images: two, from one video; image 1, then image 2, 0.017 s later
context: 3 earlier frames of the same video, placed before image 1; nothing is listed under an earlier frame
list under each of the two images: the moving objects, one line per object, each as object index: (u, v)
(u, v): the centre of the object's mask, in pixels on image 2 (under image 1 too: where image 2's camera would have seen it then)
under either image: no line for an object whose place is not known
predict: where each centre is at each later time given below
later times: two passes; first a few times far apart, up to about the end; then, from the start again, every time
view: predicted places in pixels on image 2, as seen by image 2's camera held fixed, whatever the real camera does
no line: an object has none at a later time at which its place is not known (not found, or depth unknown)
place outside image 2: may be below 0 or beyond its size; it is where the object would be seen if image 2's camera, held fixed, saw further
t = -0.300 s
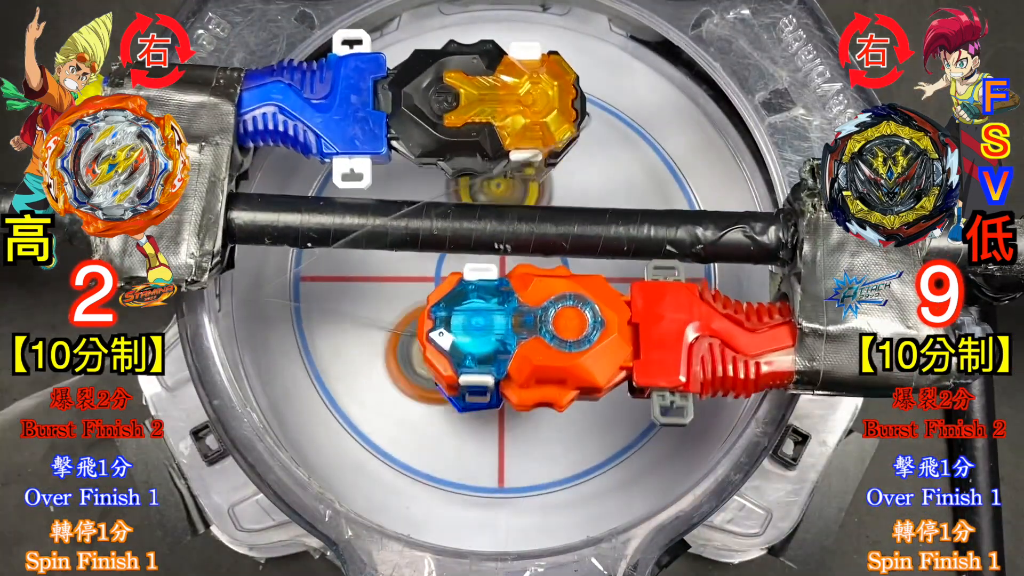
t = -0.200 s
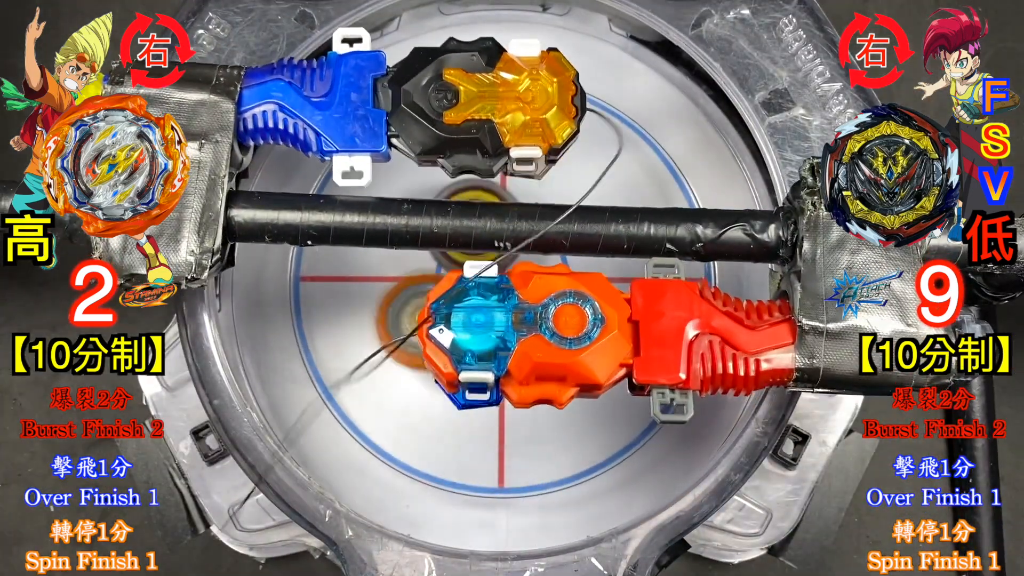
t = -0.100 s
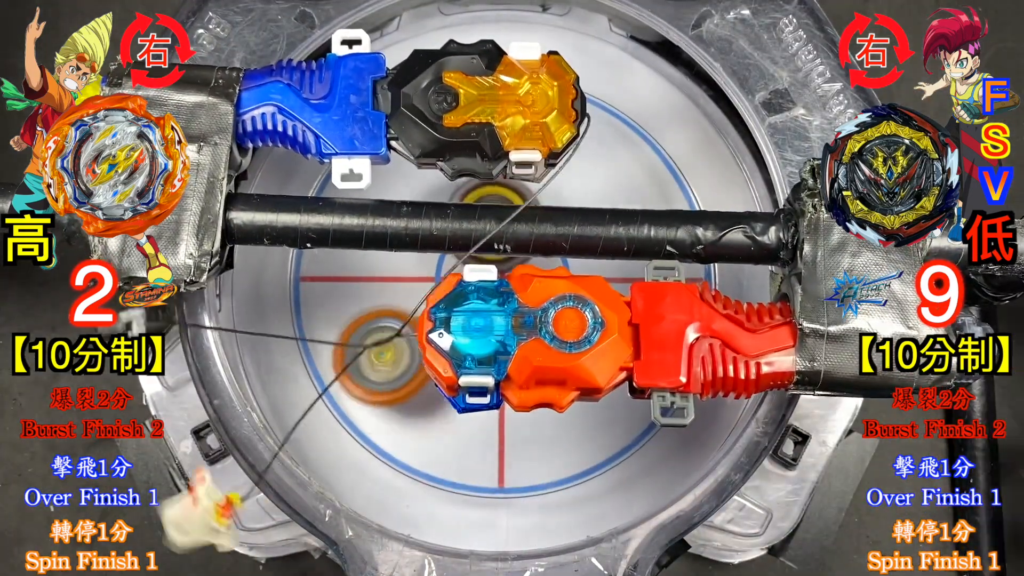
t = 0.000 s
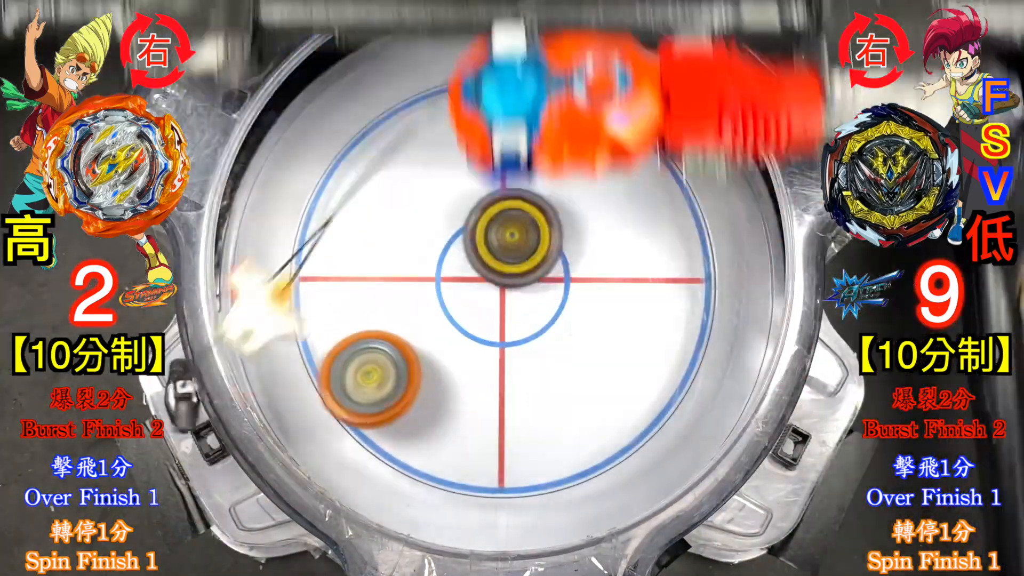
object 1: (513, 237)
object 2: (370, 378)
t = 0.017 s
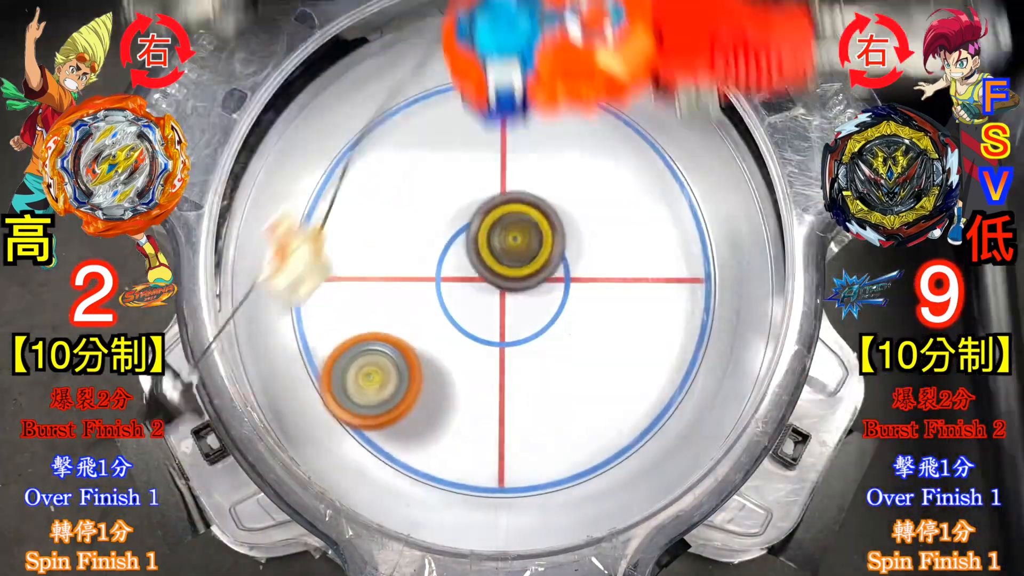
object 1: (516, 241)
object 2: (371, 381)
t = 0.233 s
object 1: (551, 285)
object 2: (461, 354)
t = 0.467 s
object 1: (625, 217)
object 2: (479, 303)
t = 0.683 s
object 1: (513, 170)
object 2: (443, 247)
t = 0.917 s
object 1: (413, 226)
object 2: (294, 335)
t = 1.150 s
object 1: (531, 391)
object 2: (321, 423)
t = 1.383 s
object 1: (687, 210)
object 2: (401, 375)
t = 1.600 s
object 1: (376, 83)
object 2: (531, 246)
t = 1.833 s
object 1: (339, 186)
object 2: (514, 114)
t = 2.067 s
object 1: (496, 361)
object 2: (569, 83)
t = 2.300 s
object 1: (625, 451)
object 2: (544, 258)
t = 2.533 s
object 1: (645, 225)
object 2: (421, 435)
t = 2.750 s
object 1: (461, 87)
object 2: (436, 413)
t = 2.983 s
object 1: (283, 325)
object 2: (536, 244)
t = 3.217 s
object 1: (584, 524)
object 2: (516, 140)
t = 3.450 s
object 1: (395, 329)
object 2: (401, 226)
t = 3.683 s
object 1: (361, 390)
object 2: (452, 93)
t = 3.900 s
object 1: (554, 398)
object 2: (549, 244)
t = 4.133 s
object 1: (663, 433)
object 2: (564, 81)
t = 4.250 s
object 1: (676, 331)
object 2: (500, 117)
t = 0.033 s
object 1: (518, 245)
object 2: (373, 382)
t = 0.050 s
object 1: (521, 249)
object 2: (376, 383)
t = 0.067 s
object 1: (523, 253)
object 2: (380, 383)
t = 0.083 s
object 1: (526, 258)
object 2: (386, 382)
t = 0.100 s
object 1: (528, 262)
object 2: (392, 381)
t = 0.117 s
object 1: (531, 266)
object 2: (399, 380)
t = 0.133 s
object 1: (534, 270)
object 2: (407, 378)
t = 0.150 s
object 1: (536, 273)
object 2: (415, 375)
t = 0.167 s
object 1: (539, 276)
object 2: (423, 372)
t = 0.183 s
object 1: (542, 279)
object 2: (432, 368)
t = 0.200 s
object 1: (545, 282)
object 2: (442, 364)
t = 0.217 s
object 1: (548, 283)
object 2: (451, 359)
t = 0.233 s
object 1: (551, 285)
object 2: (461, 354)
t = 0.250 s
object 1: (554, 286)
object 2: (471, 348)
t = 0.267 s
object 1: (560, 284)
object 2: (476, 344)
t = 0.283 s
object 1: (570, 279)
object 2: (476, 343)
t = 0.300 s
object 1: (580, 276)
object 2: (477, 341)
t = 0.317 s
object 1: (588, 271)
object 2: (477, 338)
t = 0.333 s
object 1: (596, 265)
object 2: (478, 336)
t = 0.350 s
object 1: (604, 260)
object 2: (478, 333)
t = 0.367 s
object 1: (611, 254)
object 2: (479, 329)
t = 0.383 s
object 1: (616, 249)
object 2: (479, 326)
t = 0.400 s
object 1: (620, 242)
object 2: (479, 321)
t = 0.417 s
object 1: (623, 236)
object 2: (480, 317)
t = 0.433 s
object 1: (625, 230)
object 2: (479, 312)
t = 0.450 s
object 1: (626, 224)
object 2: (479, 307)
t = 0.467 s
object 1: (625, 217)
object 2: (479, 303)
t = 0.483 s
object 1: (623, 211)
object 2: (478, 299)
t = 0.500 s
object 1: (621, 205)
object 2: (477, 294)
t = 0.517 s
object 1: (616, 200)
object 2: (475, 288)
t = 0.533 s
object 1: (610, 195)
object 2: (474, 283)
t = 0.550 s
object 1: (603, 189)
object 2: (472, 278)
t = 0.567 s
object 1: (595, 185)
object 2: (469, 273)
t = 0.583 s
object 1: (586, 181)
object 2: (467, 268)
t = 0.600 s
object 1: (576, 178)
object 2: (464, 264)
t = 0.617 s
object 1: (564, 175)
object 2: (461, 259)
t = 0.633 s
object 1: (551, 172)
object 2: (458, 255)
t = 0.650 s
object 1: (538, 171)
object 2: (455, 251)
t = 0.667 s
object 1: (524, 171)
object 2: (452, 248)
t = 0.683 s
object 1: (513, 170)
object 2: (443, 247)
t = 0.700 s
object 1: (504, 166)
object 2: (430, 252)
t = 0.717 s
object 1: (497, 163)
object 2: (417, 256)
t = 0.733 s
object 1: (489, 161)
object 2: (403, 260)
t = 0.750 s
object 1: (481, 160)
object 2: (389, 265)
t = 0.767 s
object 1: (473, 162)
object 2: (374, 270)
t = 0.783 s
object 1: (465, 165)
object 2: (361, 277)
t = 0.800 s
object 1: (457, 168)
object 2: (348, 283)
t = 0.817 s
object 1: (449, 173)
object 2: (335, 290)
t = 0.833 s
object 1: (442, 178)
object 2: (324, 297)
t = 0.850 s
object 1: (435, 186)
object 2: (313, 305)
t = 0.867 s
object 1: (429, 194)
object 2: (305, 313)
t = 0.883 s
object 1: (423, 204)
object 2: (299, 320)
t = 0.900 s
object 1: (418, 215)
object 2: (297, 327)
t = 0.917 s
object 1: (413, 226)
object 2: (294, 335)
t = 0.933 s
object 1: (410, 238)
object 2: (294, 343)
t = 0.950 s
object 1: (408, 250)
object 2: (295, 351)
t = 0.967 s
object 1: (407, 263)
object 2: (297, 359)
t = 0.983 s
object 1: (407, 277)
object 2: (300, 366)
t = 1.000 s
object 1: (408, 292)
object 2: (304, 374)
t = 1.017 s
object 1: (409, 306)
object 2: (309, 380)
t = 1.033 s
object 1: (411, 320)
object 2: (314, 386)
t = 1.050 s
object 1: (415, 333)
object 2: (321, 392)
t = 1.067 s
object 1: (421, 346)
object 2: (328, 399)
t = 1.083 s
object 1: (428, 359)
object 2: (338, 404)
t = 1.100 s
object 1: (443, 371)
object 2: (339, 410)
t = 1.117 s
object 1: (472, 379)
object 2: (331, 415)
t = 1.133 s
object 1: (501, 385)
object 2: (324, 419)
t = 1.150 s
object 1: (531, 391)
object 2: (321, 423)
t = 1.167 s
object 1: (561, 394)
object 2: (318, 425)
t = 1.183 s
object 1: (590, 397)
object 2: (317, 426)
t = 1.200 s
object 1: (620, 398)
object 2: (319, 425)
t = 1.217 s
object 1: (649, 397)
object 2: (322, 424)
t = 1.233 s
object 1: (676, 394)
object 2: (325, 423)
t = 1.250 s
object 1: (700, 388)
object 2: (329, 421)
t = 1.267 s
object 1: (716, 378)
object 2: (334, 418)
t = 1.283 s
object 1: (719, 358)
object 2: (340, 414)
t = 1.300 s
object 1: (720, 333)
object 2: (348, 409)
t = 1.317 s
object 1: (718, 311)
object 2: (358, 403)
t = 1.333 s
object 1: (714, 286)
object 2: (367, 398)
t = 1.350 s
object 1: (707, 261)
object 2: (378, 391)
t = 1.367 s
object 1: (698, 235)
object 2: (389, 384)
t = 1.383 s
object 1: (687, 210)
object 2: (401, 375)
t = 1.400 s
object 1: (674, 184)
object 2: (412, 368)
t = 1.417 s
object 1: (659, 159)
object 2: (424, 359)
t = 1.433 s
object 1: (642, 136)
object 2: (437, 351)
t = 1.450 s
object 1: (623, 115)
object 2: (449, 340)
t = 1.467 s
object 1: (601, 96)
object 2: (460, 332)
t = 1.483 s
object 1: (577, 79)
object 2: (471, 322)
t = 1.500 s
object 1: (551, 66)
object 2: (482, 313)
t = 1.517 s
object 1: (524, 52)
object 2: (493, 301)
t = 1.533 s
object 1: (497, 44)
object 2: (502, 292)
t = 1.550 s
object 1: (467, 48)
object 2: (510, 281)
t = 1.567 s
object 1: (435, 58)
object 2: (519, 270)
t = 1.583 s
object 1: (406, 70)
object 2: (525, 258)
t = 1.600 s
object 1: (376, 83)
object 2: (531, 246)
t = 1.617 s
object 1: (346, 99)
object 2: (535, 233)
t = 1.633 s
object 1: (319, 116)
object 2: (539, 222)
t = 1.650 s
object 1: (295, 136)
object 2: (541, 209)
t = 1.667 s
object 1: (274, 158)
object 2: (544, 197)
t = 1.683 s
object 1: (259, 181)
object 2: (544, 186)
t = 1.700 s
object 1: (244, 205)
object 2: (545, 173)
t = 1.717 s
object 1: (242, 214)
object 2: (543, 163)
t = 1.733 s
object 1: (251, 207)
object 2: (541, 152)
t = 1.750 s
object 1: (260, 201)
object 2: (539, 143)
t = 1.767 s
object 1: (269, 195)
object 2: (534, 134)
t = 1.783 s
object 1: (283, 190)
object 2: (531, 128)
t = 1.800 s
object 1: (301, 187)
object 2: (526, 122)
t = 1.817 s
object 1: (320, 186)
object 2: (521, 117)
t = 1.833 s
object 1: (339, 186)
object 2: (514, 114)
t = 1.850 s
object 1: (359, 187)
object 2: (508, 112)
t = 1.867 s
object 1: (380, 188)
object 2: (502, 112)
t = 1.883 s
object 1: (400, 190)
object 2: (494, 113)
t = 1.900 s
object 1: (421, 192)
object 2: (487, 115)
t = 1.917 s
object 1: (432, 205)
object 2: (490, 109)
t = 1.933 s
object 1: (439, 221)
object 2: (501, 100)
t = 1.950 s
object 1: (444, 238)
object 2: (509, 92)
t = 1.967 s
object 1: (451, 258)
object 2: (519, 86)
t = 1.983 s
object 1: (459, 275)
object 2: (530, 82)
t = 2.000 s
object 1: (465, 293)
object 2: (538, 79)
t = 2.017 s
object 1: (472, 310)
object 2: (547, 78)
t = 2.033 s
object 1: (480, 329)
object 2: (554, 76)
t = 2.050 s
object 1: (488, 344)
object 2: (562, 78)
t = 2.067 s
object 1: (496, 361)
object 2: (569, 83)
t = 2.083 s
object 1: (504, 376)
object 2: (572, 89)
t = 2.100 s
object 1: (515, 391)
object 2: (575, 96)
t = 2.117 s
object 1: (524, 404)
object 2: (579, 104)
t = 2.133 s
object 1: (534, 416)
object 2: (581, 114)
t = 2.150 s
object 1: (544, 428)
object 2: (584, 126)
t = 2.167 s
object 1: (555, 437)
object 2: (582, 138)
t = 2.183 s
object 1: (564, 446)
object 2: (581, 152)
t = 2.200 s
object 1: (573, 453)
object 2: (581, 165)
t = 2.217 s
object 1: (583, 458)
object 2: (577, 180)
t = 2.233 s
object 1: (592, 460)
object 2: (573, 195)
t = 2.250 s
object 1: (600, 462)
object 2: (566, 211)
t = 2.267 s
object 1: (610, 461)
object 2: (560, 227)
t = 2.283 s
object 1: (617, 457)
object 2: (553, 241)
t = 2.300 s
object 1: (625, 451)
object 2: (544, 258)
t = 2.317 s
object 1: (634, 442)
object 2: (537, 273)
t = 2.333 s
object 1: (641, 430)
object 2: (526, 289)
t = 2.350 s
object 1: (646, 418)
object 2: (518, 304)
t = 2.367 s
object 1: (651, 404)
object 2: (507, 319)
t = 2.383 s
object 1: (654, 387)
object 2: (498, 334)
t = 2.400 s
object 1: (657, 372)
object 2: (489, 348)
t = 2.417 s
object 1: (660, 355)
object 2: (479, 363)
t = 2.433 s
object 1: (660, 337)
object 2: (470, 375)
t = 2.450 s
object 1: (661, 319)
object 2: (459, 388)
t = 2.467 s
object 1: (661, 300)
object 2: (451, 400)
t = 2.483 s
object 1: (658, 280)
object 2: (441, 409)
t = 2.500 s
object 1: (656, 262)
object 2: (434, 419)
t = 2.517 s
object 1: (652, 243)
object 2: (427, 426)
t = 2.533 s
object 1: (645, 225)
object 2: (421, 435)
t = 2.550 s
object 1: (639, 207)
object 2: (417, 440)
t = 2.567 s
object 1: (629, 189)
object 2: (411, 447)
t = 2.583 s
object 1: (619, 173)
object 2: (410, 450)
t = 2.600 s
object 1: (608, 157)
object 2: (406, 454)
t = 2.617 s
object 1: (594, 142)
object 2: (406, 456)
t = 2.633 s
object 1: (580, 130)
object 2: (405, 456)
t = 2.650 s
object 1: (566, 117)
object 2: (408, 453)
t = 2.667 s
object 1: (549, 108)
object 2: (410, 448)
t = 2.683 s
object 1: (534, 99)
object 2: (414, 444)
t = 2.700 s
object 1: (516, 92)
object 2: (418, 437)
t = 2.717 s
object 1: (498, 88)
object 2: (424, 430)
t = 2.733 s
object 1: (480, 86)
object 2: (430, 421)
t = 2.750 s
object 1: (461, 87)
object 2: (436, 413)
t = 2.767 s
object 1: (442, 90)
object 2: (443, 402)
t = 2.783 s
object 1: (423, 96)
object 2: (450, 393)
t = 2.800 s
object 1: (405, 105)
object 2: (458, 382)
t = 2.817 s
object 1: (387, 115)
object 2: (466, 371)
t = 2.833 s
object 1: (370, 128)
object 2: (475, 358)
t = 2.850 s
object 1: (354, 144)
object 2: (482, 346)
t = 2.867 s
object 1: (340, 161)
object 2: (492, 333)
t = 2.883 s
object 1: (326, 181)
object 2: (498, 321)
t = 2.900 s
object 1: (314, 201)
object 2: (507, 307)
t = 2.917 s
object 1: (304, 223)
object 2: (513, 295)
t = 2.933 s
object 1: (297, 248)
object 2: (521, 281)
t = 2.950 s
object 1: (289, 272)
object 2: (526, 269)
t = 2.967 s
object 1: (285, 298)
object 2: (533, 256)
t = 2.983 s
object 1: (283, 325)
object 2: (536, 244)
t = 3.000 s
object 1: (284, 352)
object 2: (541, 231)
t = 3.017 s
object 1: (290, 379)
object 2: (543, 221)
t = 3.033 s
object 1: (300, 404)
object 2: (546, 209)
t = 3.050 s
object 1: (320, 426)
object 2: (545, 199)
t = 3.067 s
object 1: (342, 446)
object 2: (547, 189)
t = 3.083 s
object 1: (367, 466)
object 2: (546, 180)
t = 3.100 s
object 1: (392, 483)
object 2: (545, 171)
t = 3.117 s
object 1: (420, 499)
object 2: (542, 164)
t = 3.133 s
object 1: (447, 510)
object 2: (541, 157)
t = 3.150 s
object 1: (476, 518)
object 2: (537, 152)
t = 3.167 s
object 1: (504, 523)
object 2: (533, 147)
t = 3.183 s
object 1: (533, 525)
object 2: (528, 144)
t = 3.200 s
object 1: (560, 526)
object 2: (523, 141)
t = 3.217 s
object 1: (584, 524)
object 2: (516, 140)
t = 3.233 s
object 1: (592, 522)
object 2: (511, 139)
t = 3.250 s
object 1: (580, 519)
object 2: (503, 141)
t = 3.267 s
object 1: (562, 514)
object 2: (495, 141)
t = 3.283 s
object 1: (545, 510)
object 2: (488, 145)
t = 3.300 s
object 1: (527, 504)
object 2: (480, 148)
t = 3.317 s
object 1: (509, 492)
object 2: (471, 154)
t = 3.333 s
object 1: (490, 475)
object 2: (463, 160)
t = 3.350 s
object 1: (473, 457)
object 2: (454, 167)
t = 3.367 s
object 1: (459, 437)
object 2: (444, 174)
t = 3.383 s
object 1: (443, 417)
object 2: (436, 184)
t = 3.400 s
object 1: (430, 394)
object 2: (426, 193)
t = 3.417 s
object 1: (418, 373)
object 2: (419, 204)
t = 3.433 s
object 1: (406, 351)
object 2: (409, 214)
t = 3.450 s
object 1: (395, 329)
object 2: (401, 226)
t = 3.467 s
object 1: (384, 328)
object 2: (398, 212)
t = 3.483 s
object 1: (371, 334)
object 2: (397, 186)
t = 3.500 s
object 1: (359, 342)
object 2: (395, 165)
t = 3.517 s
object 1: (348, 350)
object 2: (394, 141)
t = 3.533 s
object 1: (340, 357)
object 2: (396, 121)
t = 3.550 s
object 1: (332, 363)
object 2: (396, 100)
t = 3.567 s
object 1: (327, 370)
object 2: (400, 82)
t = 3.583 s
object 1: (325, 374)
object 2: (402, 68)
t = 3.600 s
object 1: (325, 379)
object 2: (406, 55)
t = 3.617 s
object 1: (328, 382)
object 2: (415, 56)
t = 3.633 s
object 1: (333, 386)
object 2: (424, 64)
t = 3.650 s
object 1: (339, 388)
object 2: (433, 70)
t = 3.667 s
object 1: (349, 389)
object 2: (442, 82)
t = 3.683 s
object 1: (361, 390)
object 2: (452, 93)
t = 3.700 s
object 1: (374, 390)
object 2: (463, 105)
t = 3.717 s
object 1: (386, 390)
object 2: (471, 119)
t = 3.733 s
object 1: (400, 389)
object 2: (480, 133)
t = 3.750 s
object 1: (415, 388)
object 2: (490, 150)
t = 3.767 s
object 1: (430, 386)
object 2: (497, 166)
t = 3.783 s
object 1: (446, 385)
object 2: (504, 181)
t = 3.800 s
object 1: (462, 383)
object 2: (511, 199)
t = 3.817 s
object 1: (479, 380)
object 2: (517, 215)
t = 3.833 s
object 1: (496, 376)
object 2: (523, 231)
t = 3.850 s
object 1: (513, 372)
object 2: (527, 249)
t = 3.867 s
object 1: (530, 367)
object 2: (531, 265)
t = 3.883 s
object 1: (542, 380)
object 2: (542, 257)
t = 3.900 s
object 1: (554, 398)
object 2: (549, 244)
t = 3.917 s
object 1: (565, 415)
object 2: (557, 230)
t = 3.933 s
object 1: (575, 429)
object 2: (564, 215)
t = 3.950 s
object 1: (587, 444)
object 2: (568, 202)
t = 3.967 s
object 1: (597, 455)
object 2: (574, 187)
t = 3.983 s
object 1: (606, 464)
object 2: (577, 171)
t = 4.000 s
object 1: (614, 469)
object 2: (580, 161)
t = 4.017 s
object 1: (622, 471)
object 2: (581, 146)
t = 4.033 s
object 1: (628, 471)
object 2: (581, 133)
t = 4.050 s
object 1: (635, 470)
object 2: (582, 124)
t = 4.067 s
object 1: (641, 466)
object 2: (578, 111)
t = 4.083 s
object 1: (646, 459)
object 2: (575, 102)
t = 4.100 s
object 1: (652, 451)
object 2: (574, 94)
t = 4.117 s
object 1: (658, 443)
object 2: (568, 87)
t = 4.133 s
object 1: (663, 433)
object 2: (564, 81)
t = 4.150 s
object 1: (669, 422)
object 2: (557, 78)
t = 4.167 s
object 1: (673, 410)
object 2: (551, 79)
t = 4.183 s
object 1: (675, 397)
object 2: (541, 83)
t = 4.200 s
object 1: (677, 381)
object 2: (531, 90)
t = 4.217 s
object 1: (677, 365)
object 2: (523, 98)
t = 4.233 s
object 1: (677, 348)
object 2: (511, 107)
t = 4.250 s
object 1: (676, 331)
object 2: (500, 117)
